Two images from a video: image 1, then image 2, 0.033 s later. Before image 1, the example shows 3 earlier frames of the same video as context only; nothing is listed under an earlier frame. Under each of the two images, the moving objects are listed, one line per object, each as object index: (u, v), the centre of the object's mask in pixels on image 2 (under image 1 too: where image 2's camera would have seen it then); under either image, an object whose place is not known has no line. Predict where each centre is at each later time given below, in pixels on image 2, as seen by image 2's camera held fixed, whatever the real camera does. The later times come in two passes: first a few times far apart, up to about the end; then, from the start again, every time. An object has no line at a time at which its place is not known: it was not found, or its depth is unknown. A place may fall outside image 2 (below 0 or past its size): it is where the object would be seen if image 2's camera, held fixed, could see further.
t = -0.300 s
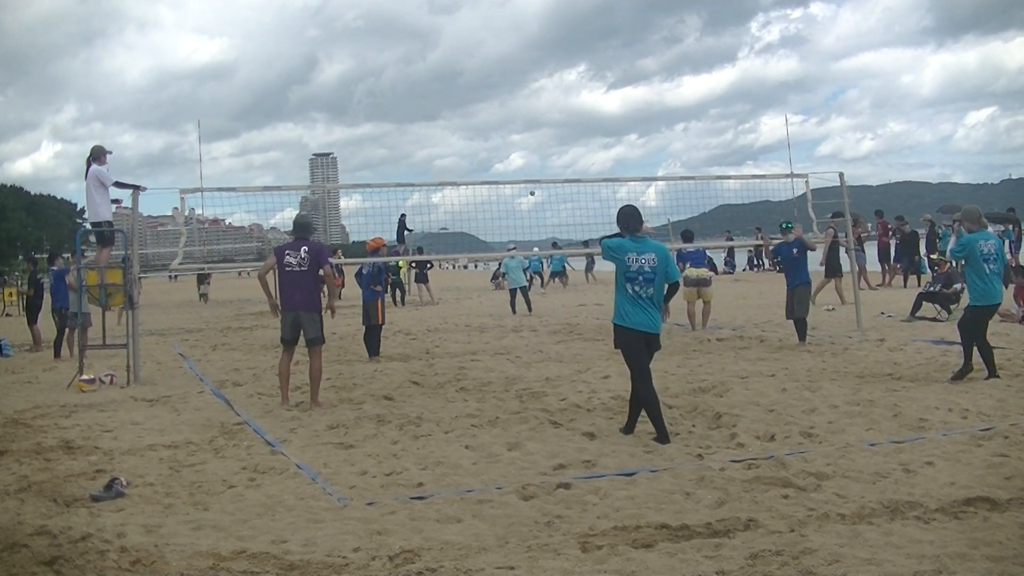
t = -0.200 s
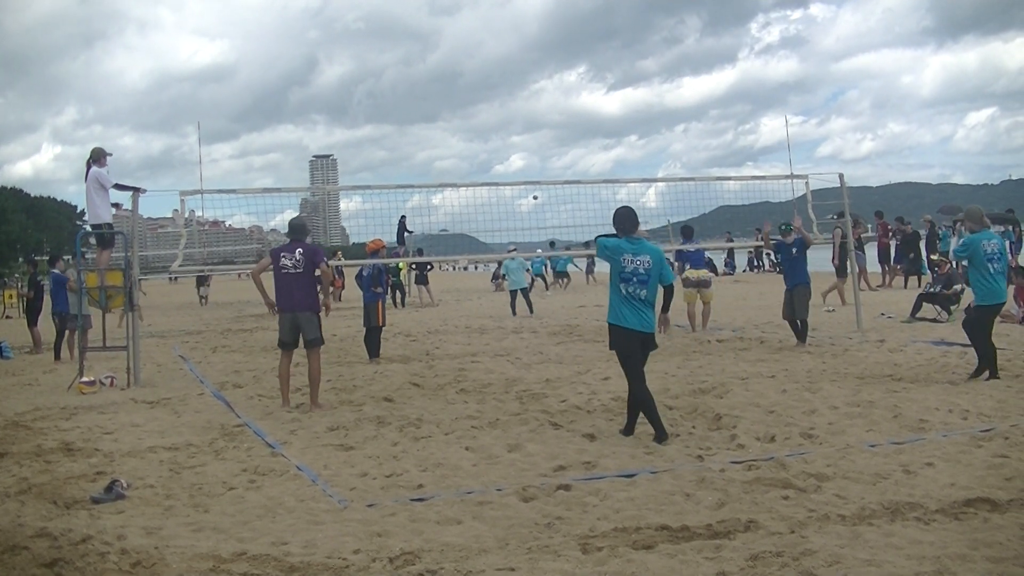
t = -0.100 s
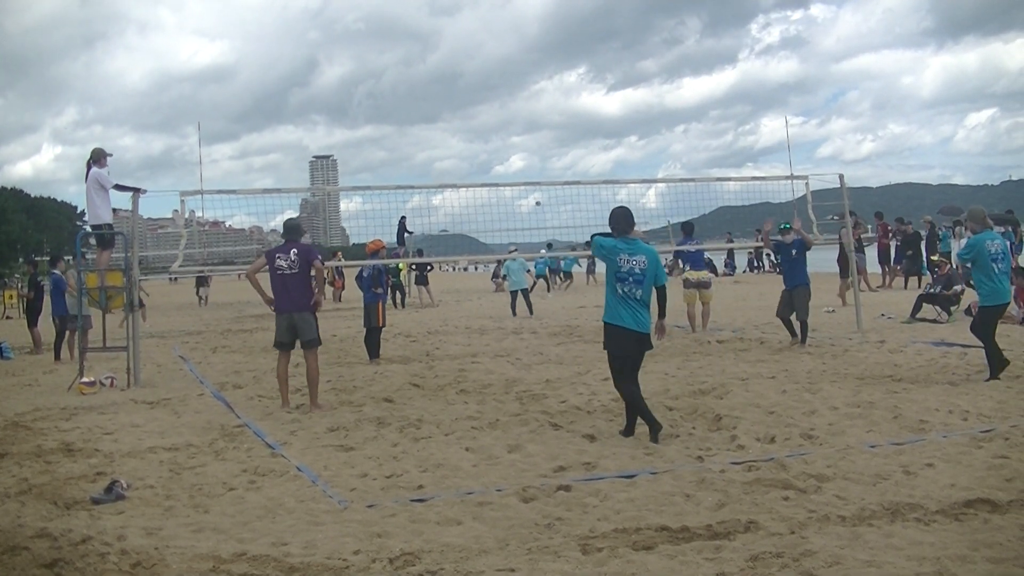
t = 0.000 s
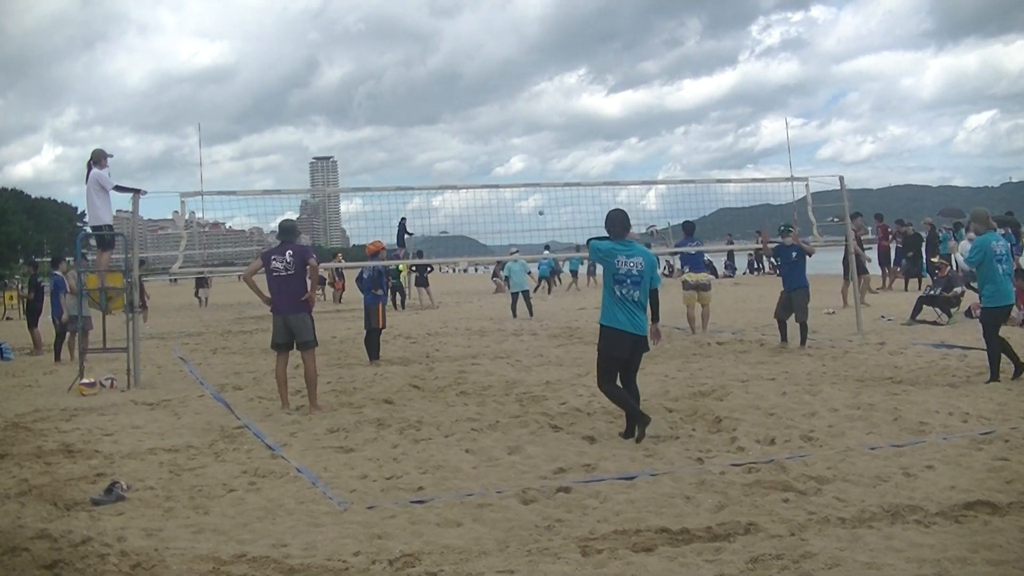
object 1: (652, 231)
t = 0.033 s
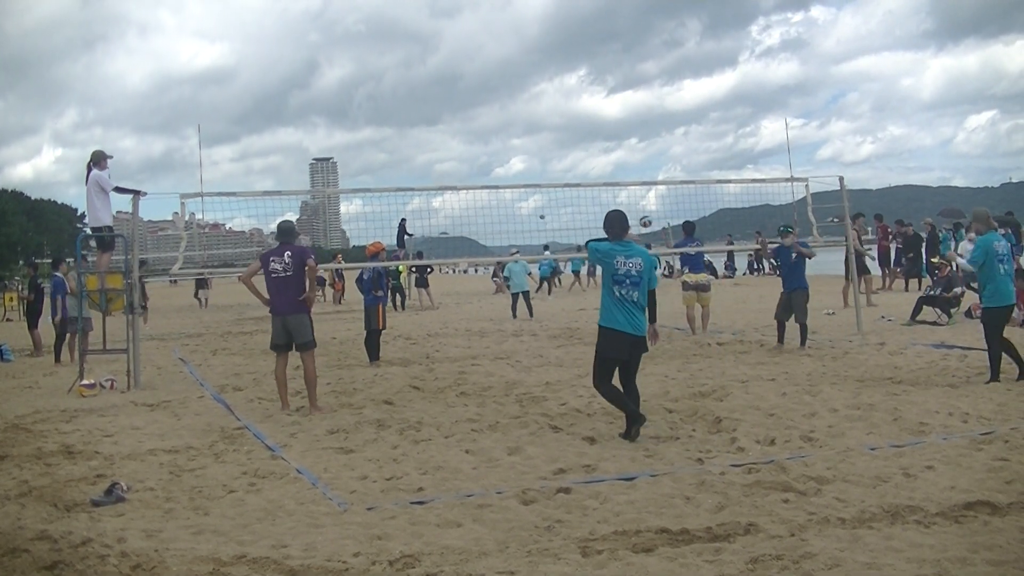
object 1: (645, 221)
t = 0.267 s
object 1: (604, 176)
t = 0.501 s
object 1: (570, 167)
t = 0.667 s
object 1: (551, 177)
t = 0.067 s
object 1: (639, 212)
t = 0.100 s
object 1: (633, 204)
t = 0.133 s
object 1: (627, 197)
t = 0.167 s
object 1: (621, 191)
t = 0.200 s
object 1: (615, 187)
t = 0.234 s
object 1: (609, 178)
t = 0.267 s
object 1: (604, 176)
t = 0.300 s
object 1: (599, 173)
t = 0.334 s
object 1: (593, 170)
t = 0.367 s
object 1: (588, 168)
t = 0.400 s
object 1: (584, 167)
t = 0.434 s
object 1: (579, 166)
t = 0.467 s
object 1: (575, 166)
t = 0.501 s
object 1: (570, 167)
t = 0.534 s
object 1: (566, 168)
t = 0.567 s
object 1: (562, 170)
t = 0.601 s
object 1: (558, 172)
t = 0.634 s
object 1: (554, 175)
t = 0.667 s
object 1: (551, 177)
